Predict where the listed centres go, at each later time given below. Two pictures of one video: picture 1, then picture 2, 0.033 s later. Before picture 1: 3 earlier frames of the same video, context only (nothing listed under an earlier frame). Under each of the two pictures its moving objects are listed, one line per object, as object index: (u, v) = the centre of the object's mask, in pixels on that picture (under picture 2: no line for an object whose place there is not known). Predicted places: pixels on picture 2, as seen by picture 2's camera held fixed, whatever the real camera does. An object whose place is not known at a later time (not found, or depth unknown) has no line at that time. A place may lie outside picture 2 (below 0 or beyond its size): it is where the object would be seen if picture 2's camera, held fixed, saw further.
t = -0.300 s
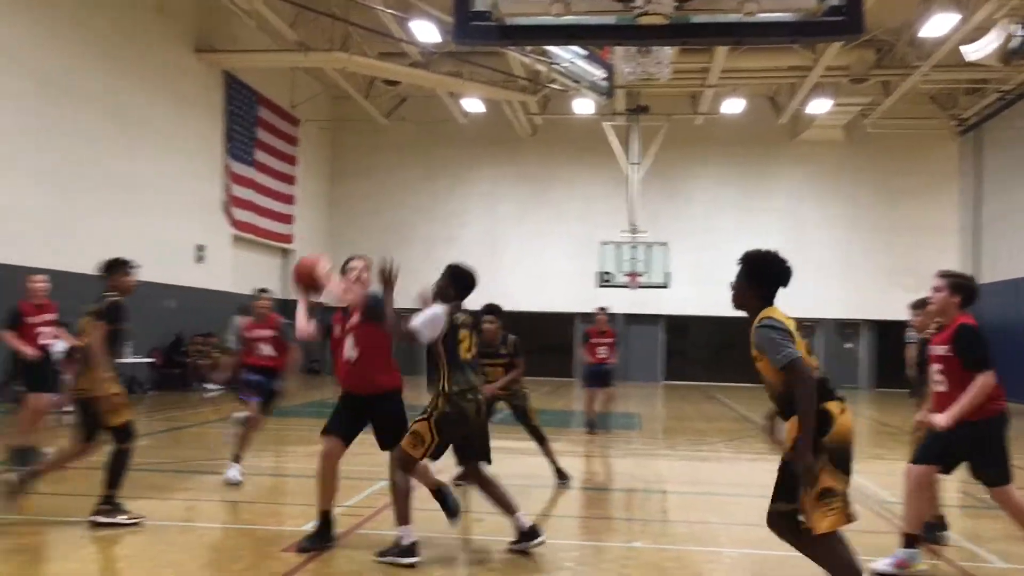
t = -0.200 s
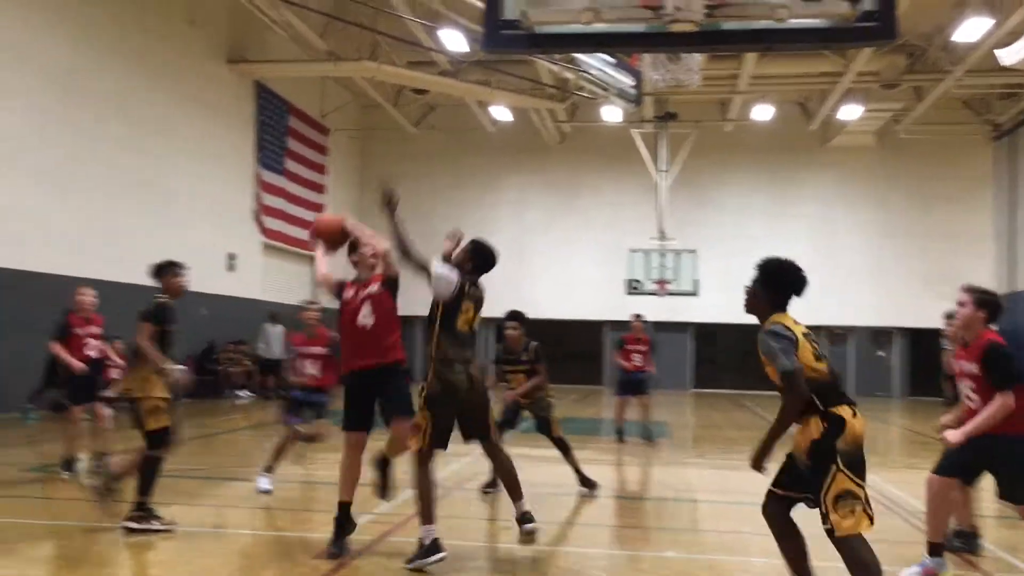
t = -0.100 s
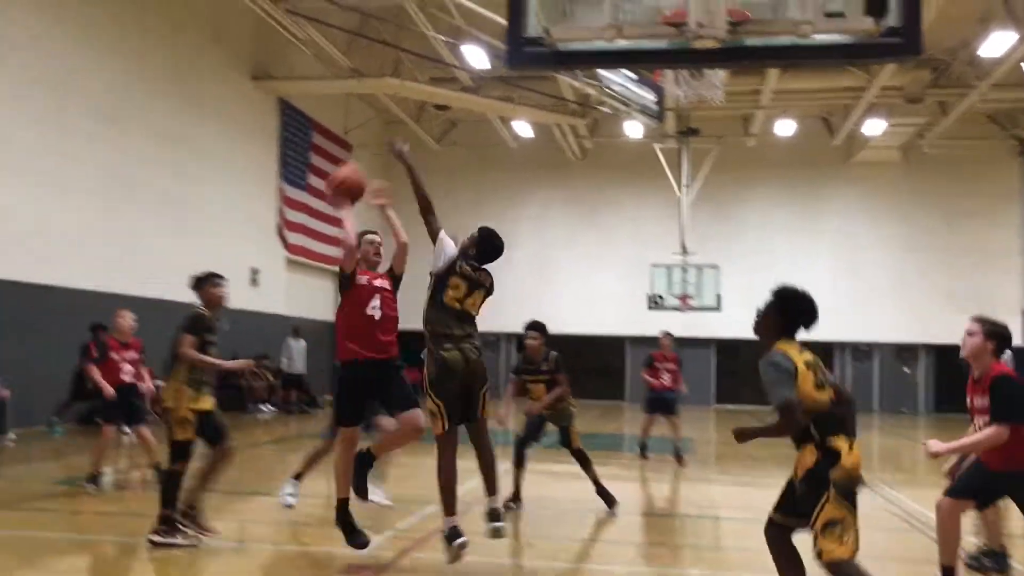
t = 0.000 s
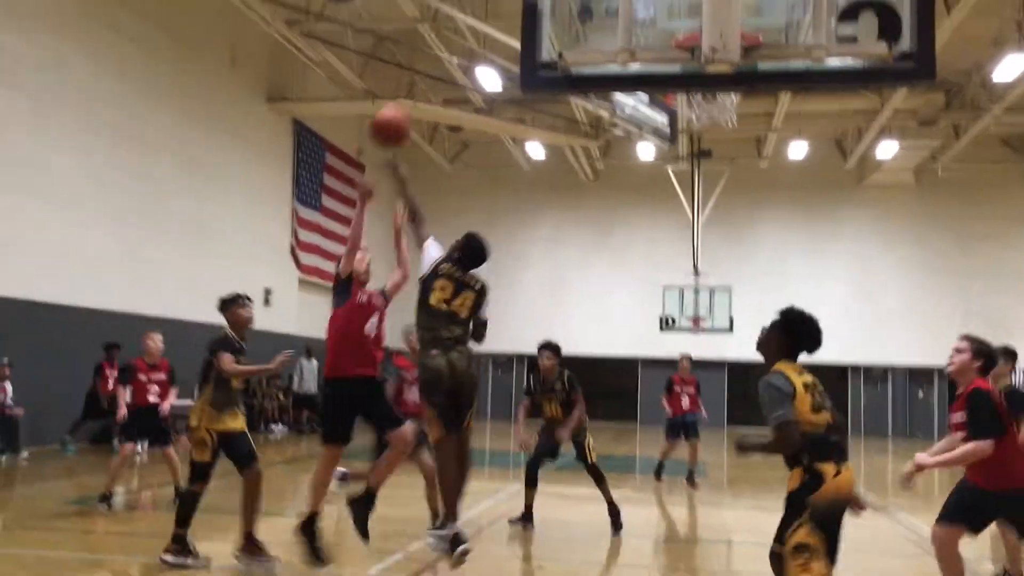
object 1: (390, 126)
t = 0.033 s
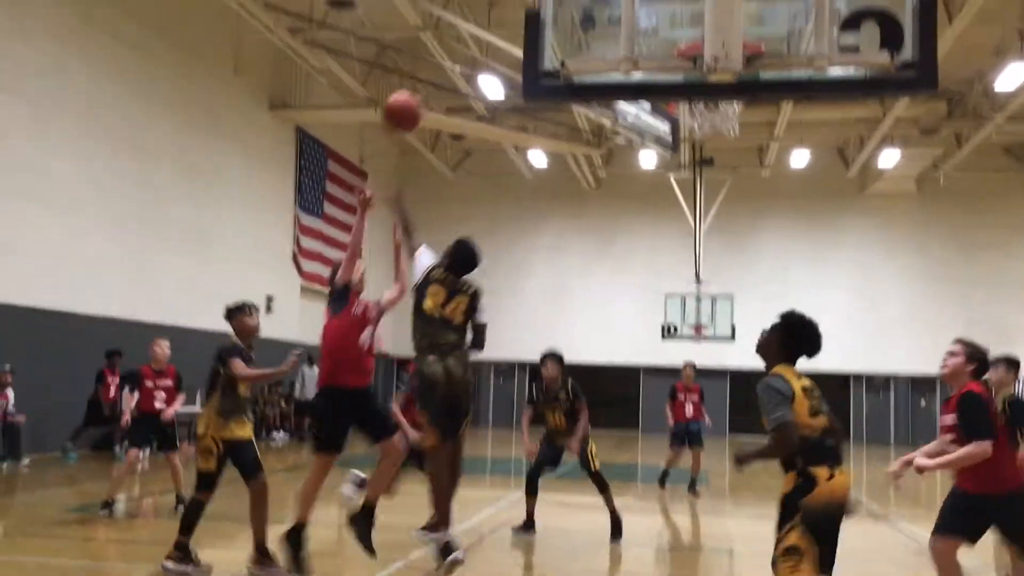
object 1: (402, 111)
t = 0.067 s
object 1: (411, 87)
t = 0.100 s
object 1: (420, 65)
